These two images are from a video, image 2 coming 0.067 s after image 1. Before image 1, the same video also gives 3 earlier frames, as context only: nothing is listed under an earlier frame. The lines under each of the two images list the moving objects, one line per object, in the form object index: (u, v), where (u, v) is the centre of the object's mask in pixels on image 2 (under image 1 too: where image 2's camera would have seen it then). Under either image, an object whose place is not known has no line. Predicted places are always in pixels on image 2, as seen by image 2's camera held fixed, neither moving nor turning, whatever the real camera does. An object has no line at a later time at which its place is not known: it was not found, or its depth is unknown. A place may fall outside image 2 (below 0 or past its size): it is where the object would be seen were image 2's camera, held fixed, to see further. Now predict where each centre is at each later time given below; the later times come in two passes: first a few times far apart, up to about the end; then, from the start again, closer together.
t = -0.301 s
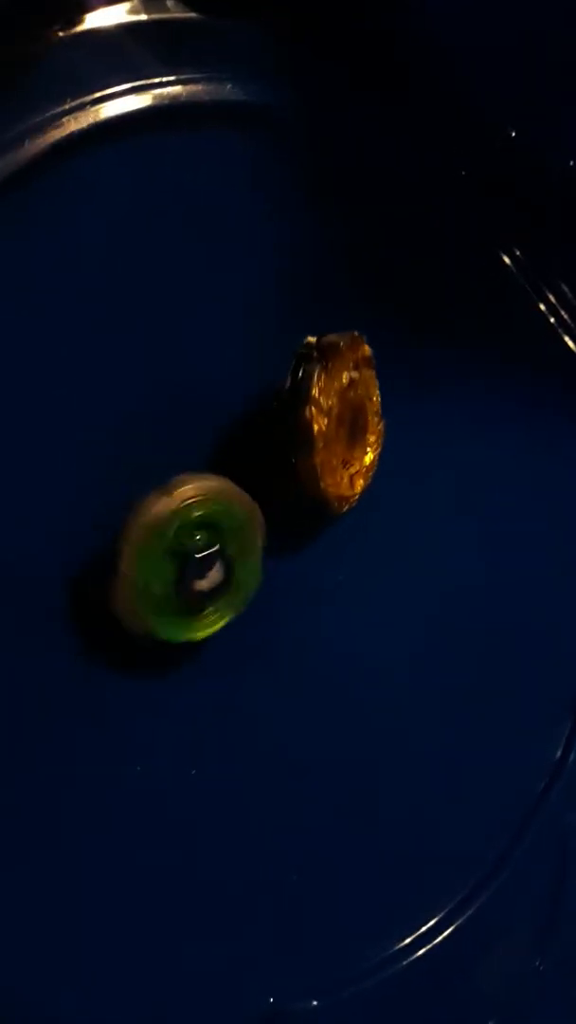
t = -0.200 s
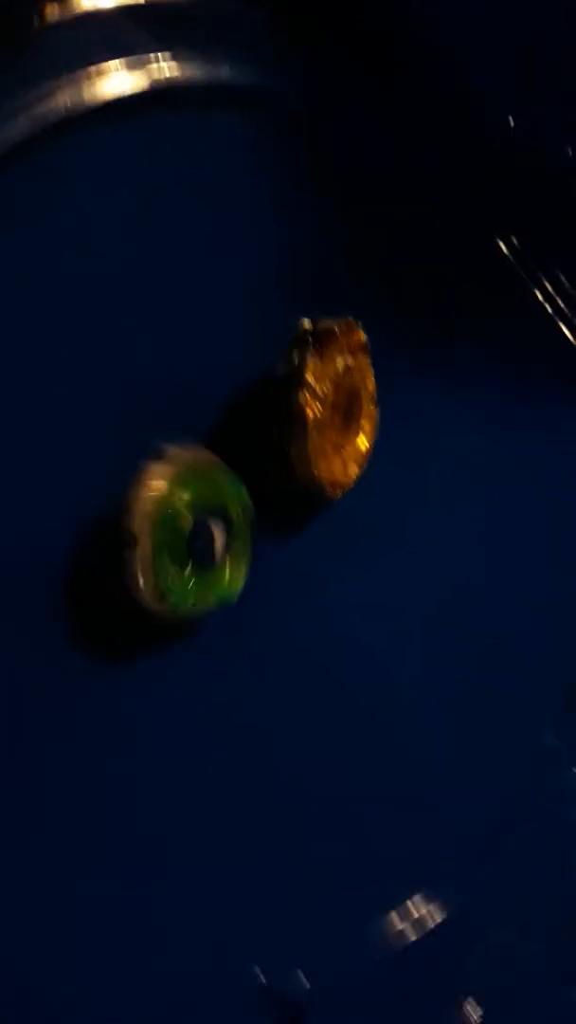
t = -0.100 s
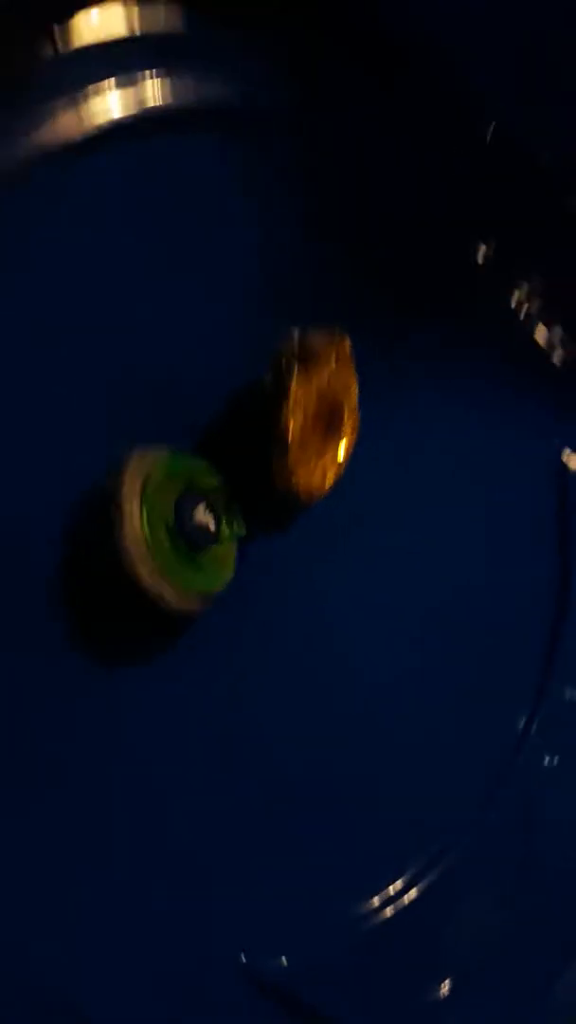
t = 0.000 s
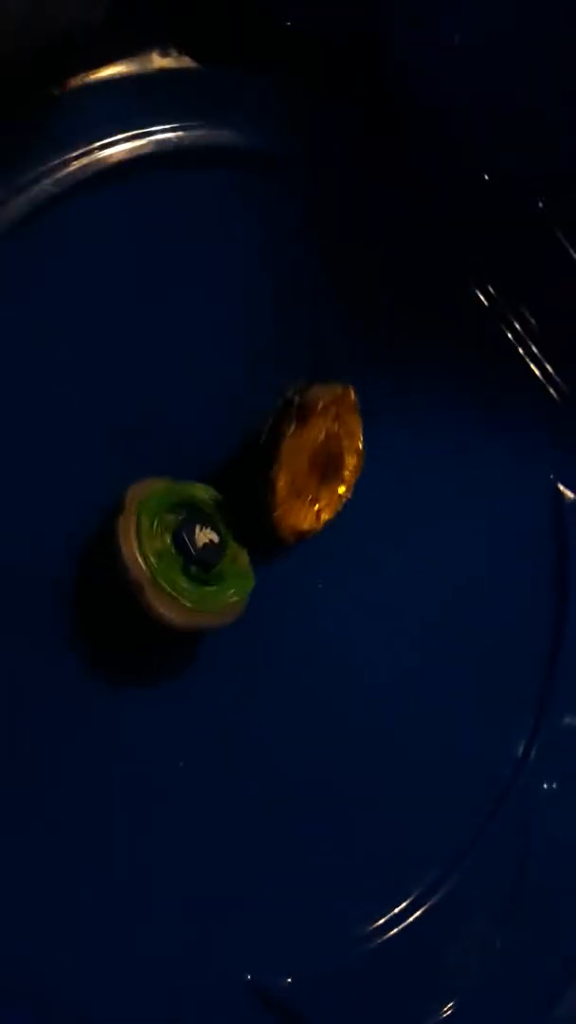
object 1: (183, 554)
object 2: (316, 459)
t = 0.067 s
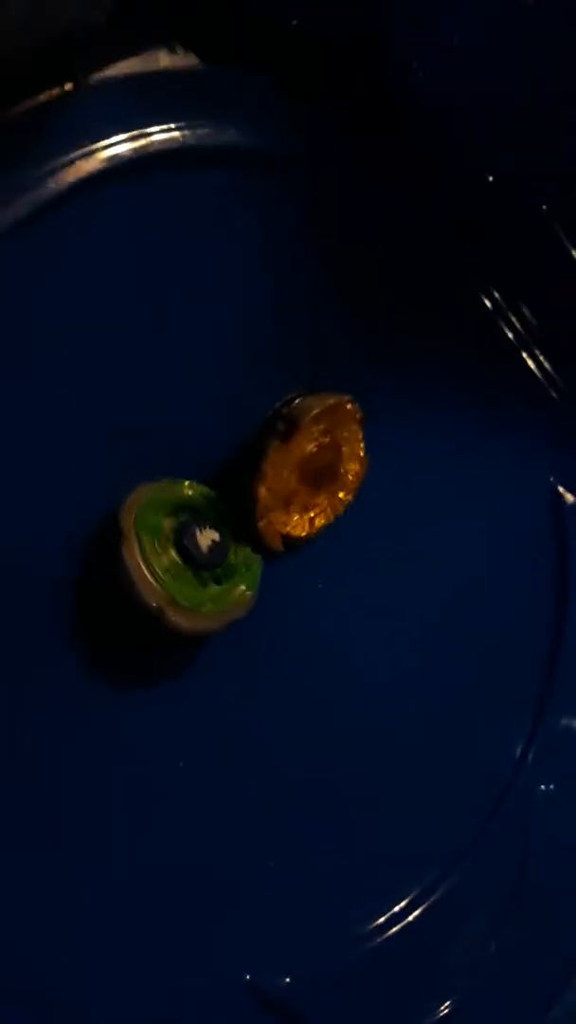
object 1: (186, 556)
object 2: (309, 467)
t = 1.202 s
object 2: (310, 461)
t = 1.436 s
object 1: (184, 556)
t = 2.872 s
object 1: (183, 556)
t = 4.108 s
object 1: (184, 557)
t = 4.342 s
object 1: (183, 557)
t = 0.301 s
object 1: (198, 561)
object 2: (319, 457)
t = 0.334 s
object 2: (319, 456)
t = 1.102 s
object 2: (315, 457)
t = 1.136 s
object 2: (314, 458)
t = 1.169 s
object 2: (313, 459)
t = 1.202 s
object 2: (310, 461)
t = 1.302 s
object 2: (310, 462)
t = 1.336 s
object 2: (312, 460)
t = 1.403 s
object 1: (184, 556)
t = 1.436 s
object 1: (184, 556)
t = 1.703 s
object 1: (183, 555)
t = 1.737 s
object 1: (184, 555)
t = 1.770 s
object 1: (183, 555)
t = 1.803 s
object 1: (183, 556)
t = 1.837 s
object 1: (183, 555)
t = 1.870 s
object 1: (183, 555)
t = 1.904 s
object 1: (183, 555)
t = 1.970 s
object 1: (182, 556)
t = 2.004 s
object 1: (182, 556)
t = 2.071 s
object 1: (183, 555)
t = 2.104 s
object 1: (183, 556)
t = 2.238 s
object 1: (183, 556)
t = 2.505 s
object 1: (182, 557)
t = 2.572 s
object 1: (182, 558)
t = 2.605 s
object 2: (310, 460)
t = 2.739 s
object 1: (183, 557)
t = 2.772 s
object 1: (183, 556)
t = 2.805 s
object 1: (183, 556)
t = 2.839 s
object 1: (184, 556)
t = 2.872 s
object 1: (183, 556)
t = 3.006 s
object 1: (183, 557)
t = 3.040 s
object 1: (183, 556)
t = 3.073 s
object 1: (183, 557)
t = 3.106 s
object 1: (183, 557)
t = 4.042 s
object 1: (183, 557)
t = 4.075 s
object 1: (183, 557)
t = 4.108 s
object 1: (184, 557)
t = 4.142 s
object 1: (184, 557)
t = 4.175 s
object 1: (184, 557)
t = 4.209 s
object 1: (184, 557)
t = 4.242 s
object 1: (184, 557)
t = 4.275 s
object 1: (184, 557)
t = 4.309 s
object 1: (184, 557)
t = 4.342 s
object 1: (183, 557)
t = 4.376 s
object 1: (184, 557)
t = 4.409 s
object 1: (184, 557)
